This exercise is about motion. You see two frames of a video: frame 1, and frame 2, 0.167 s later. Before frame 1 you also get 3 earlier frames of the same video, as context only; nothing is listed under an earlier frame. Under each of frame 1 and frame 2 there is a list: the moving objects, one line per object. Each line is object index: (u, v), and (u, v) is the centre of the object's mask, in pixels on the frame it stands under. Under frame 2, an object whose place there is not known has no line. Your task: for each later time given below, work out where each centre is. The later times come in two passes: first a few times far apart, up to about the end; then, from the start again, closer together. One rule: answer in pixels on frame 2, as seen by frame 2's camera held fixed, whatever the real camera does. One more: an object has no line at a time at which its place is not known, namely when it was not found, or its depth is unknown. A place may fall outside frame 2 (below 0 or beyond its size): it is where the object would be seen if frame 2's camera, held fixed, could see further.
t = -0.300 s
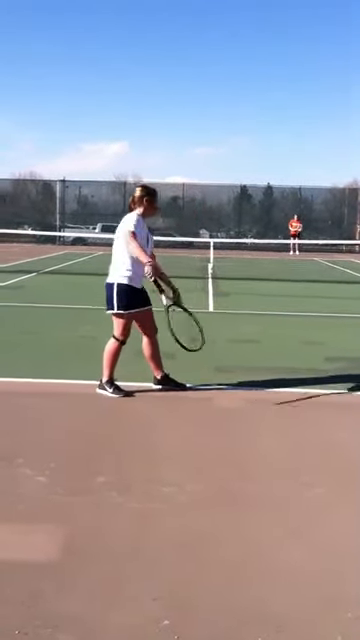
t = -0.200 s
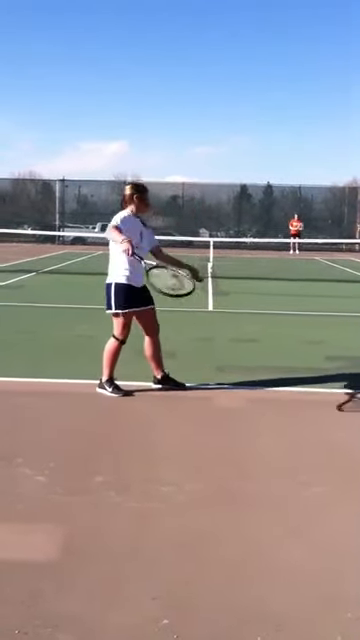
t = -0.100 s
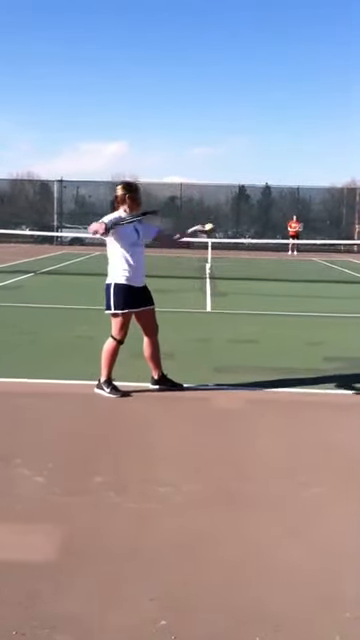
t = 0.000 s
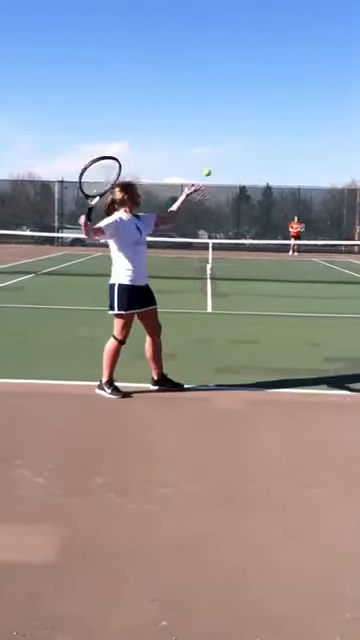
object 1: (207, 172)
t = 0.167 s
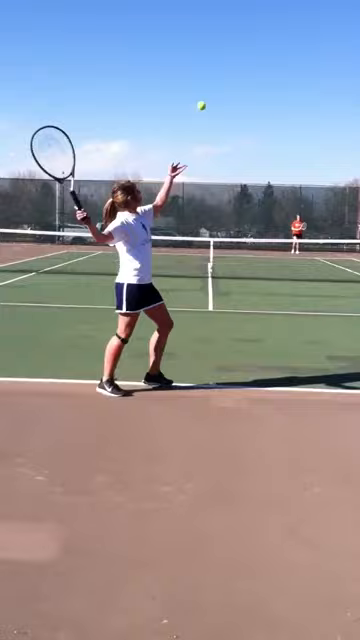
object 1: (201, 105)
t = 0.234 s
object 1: (198, 89)
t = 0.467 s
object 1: (188, 76)
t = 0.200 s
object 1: (199, 96)
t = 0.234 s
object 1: (198, 89)
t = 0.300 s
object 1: (197, 84)
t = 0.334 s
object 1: (195, 79)
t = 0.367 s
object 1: (193, 77)
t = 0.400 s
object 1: (192, 75)
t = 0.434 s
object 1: (189, 76)
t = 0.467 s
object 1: (188, 76)
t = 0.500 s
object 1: (187, 78)
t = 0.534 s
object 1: (185, 83)
